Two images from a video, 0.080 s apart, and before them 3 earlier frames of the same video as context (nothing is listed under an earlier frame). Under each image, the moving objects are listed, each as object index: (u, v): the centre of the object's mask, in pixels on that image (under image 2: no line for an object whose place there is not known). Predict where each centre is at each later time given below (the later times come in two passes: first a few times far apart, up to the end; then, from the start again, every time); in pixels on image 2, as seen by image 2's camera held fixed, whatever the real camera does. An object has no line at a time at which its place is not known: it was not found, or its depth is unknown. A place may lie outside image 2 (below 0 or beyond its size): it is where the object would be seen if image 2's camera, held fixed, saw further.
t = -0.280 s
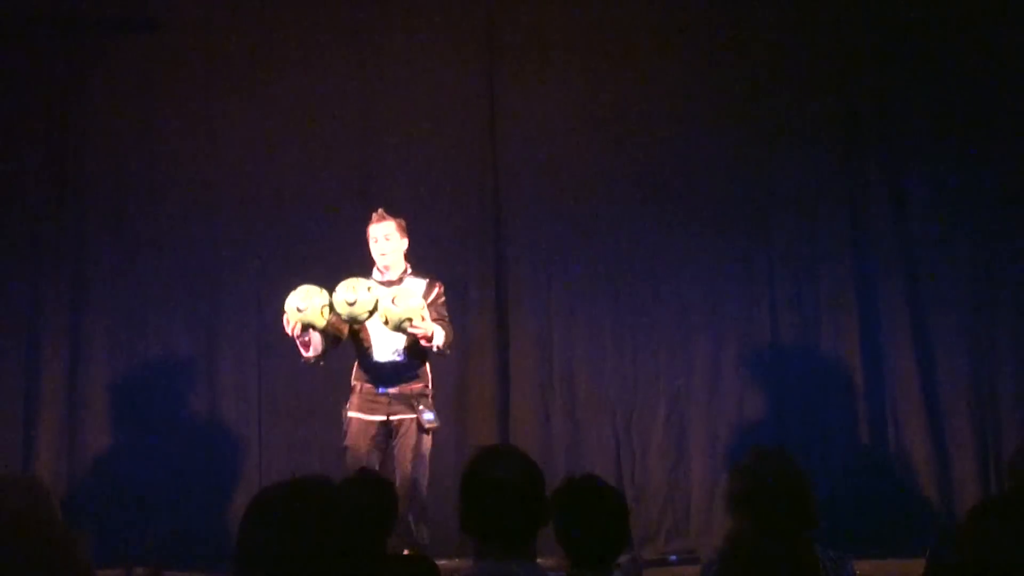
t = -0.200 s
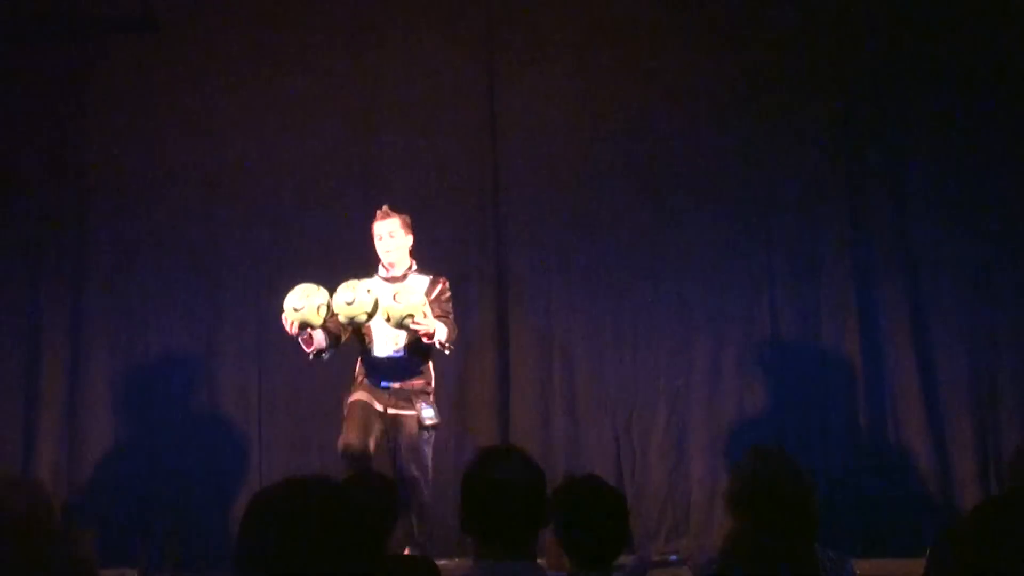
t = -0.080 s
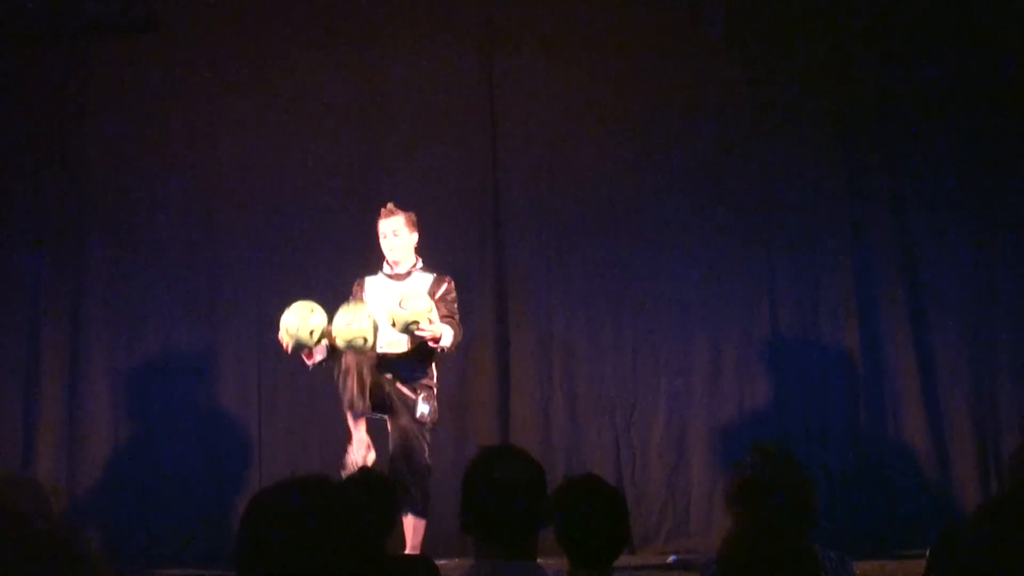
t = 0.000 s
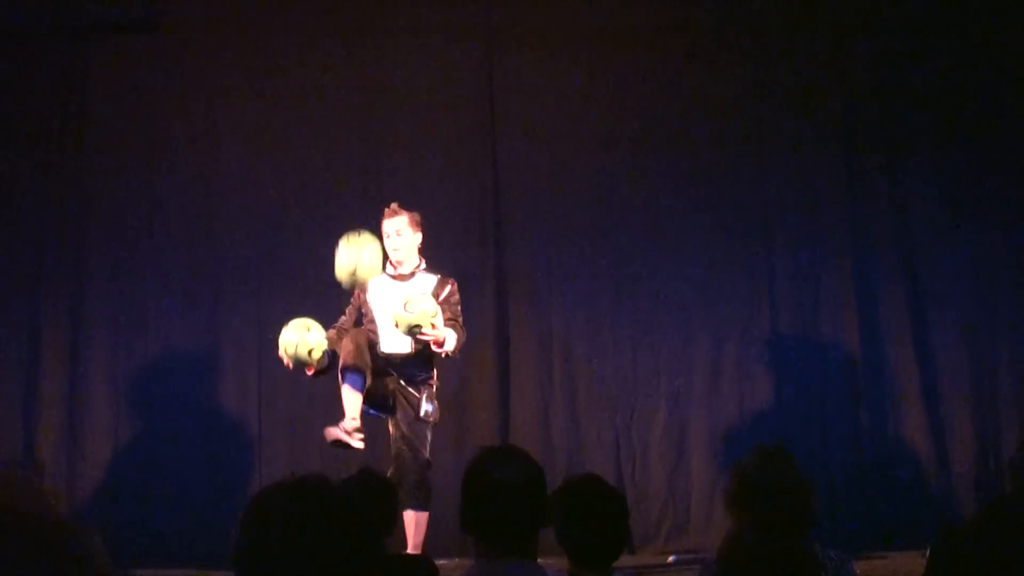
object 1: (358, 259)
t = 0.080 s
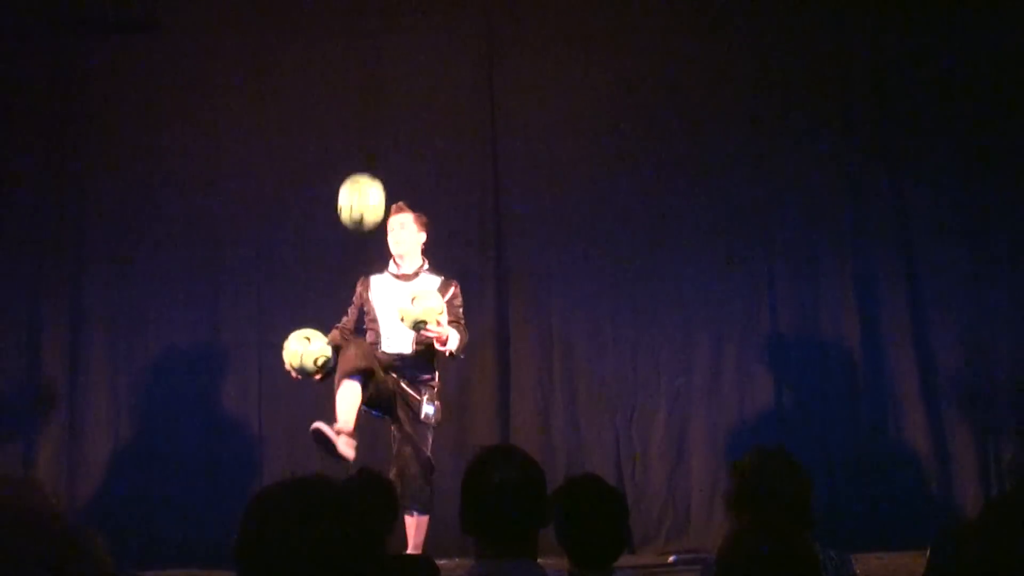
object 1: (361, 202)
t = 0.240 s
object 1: (368, 125)
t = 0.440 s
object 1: (377, 103)
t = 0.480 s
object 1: (379, 107)
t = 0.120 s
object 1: (363, 178)
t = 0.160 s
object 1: (364, 156)
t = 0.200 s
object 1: (366, 139)
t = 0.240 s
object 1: (368, 125)
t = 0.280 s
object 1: (369, 114)
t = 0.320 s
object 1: (371, 106)
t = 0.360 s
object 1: (372, 101)
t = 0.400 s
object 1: (374, 100)
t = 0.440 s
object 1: (377, 103)
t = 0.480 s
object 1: (379, 107)
